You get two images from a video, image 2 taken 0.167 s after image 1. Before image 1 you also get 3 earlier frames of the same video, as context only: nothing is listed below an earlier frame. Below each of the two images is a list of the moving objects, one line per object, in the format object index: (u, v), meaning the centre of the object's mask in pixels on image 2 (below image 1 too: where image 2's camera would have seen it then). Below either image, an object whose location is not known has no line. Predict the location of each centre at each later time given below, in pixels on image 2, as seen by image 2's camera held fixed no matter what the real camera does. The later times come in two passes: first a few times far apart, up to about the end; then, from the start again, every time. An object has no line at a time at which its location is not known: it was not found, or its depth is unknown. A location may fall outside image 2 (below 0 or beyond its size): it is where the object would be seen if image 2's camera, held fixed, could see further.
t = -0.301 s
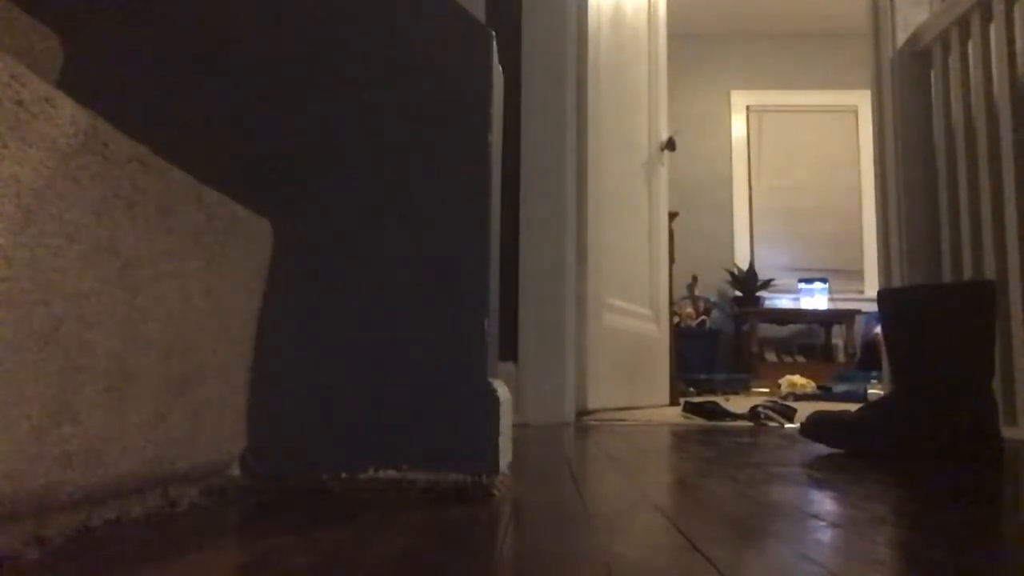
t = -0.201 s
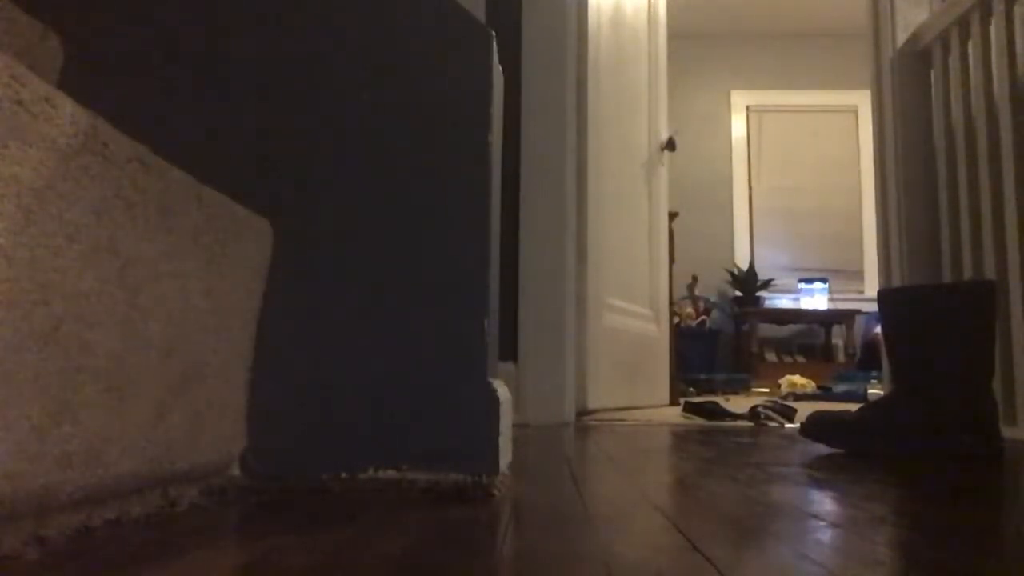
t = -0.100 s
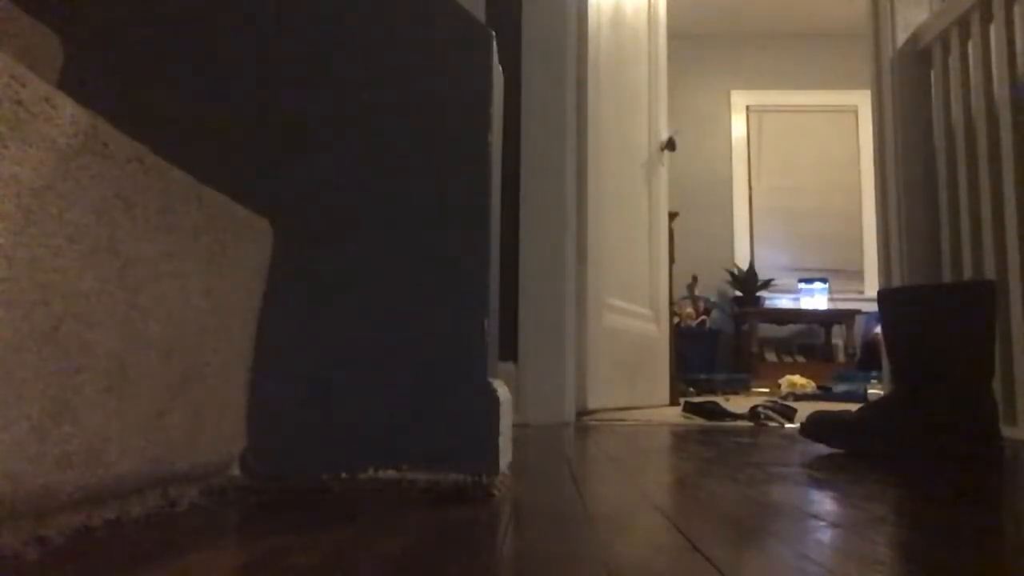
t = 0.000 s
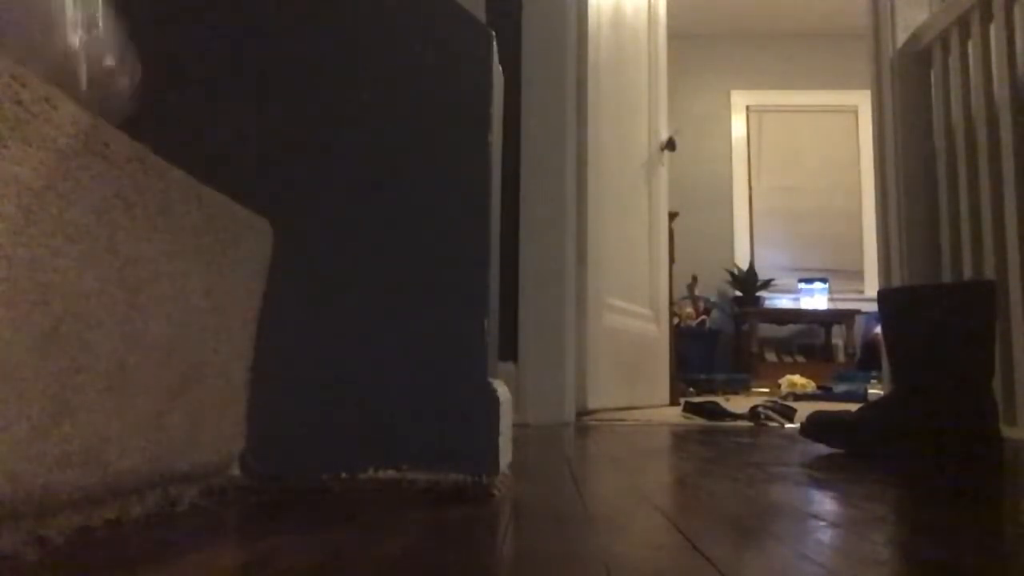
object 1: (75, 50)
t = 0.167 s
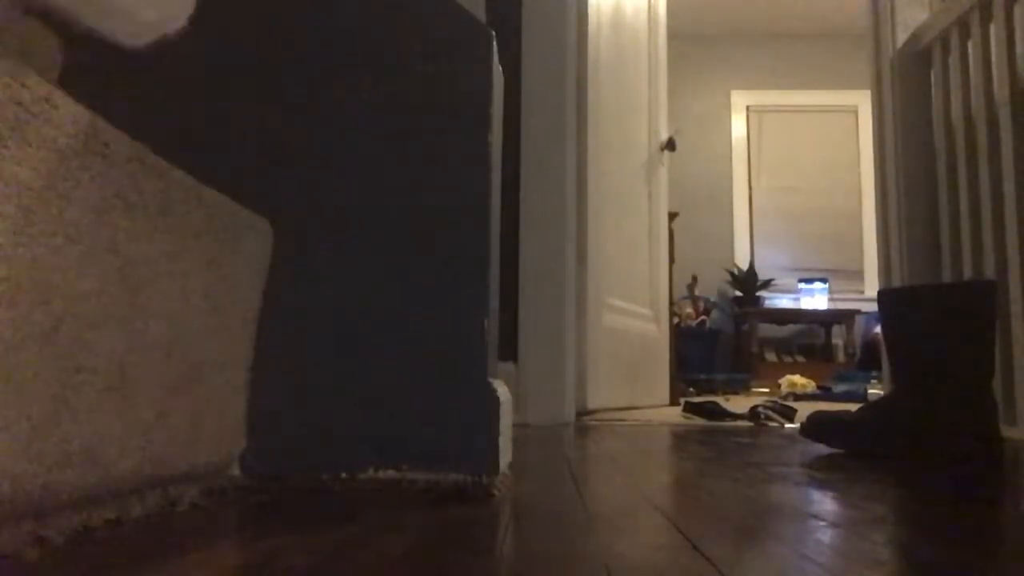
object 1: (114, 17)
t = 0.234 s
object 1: (99, 48)
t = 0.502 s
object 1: (180, 259)
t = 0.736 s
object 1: (408, 512)
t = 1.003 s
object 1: (410, 513)
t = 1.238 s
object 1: (411, 513)
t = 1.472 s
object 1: (411, 514)
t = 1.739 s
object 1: (411, 513)
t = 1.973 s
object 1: (411, 513)
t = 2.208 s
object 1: (411, 513)
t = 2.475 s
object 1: (411, 513)
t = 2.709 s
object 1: (411, 513)
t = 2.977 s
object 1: (411, 513)
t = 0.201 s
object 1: (104, 28)
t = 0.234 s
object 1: (99, 48)
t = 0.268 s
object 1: (98, 51)
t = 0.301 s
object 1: (103, 57)
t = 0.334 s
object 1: (111, 70)
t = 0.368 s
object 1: (116, 87)
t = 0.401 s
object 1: (126, 111)
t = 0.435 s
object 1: (138, 133)
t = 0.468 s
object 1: (155, 171)
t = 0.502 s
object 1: (180, 259)
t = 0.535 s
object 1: (202, 323)
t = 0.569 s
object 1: (232, 391)
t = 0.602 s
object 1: (292, 394)
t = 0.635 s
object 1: (335, 427)
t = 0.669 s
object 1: (369, 487)
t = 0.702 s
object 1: (402, 511)
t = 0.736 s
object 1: (408, 512)
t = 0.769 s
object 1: (409, 513)
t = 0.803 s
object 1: (409, 513)
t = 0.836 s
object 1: (409, 513)
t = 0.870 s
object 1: (409, 513)
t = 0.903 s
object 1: (410, 513)
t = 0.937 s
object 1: (410, 513)
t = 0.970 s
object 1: (410, 513)
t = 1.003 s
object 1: (410, 513)
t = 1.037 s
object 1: (410, 513)
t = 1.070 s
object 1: (411, 513)
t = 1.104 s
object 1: (410, 513)
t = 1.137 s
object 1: (410, 513)
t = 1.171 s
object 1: (410, 513)
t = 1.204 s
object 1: (410, 513)
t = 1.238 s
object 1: (411, 513)
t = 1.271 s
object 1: (410, 513)
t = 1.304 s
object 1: (411, 513)
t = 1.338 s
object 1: (411, 514)
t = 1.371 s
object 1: (411, 514)
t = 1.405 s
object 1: (410, 513)
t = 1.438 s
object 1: (411, 513)
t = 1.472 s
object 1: (411, 514)
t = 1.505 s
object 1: (411, 514)
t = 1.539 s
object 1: (411, 514)
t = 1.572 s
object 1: (411, 513)
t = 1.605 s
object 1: (411, 514)
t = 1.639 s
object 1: (411, 513)
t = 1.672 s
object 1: (411, 513)
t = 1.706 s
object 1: (411, 513)
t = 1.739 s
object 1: (411, 513)
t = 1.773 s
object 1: (411, 513)
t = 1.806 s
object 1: (411, 513)
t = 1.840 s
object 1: (411, 513)
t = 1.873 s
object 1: (410, 513)
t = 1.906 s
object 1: (410, 513)
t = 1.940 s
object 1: (411, 513)
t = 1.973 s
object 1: (411, 513)
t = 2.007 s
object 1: (411, 513)
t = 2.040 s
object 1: (411, 513)
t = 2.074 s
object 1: (410, 513)
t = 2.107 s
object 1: (411, 513)
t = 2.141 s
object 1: (412, 514)
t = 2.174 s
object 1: (411, 513)
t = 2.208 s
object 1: (411, 513)
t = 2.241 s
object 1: (411, 513)
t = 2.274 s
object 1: (411, 513)
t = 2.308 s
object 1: (411, 513)
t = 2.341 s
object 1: (411, 513)
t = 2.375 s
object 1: (411, 513)
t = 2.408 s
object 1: (411, 513)
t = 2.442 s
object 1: (411, 513)
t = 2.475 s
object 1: (411, 513)
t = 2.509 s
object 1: (411, 513)
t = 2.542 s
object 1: (411, 513)
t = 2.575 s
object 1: (411, 513)
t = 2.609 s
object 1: (411, 513)
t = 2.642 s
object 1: (411, 513)
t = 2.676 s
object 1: (411, 513)
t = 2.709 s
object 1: (411, 513)
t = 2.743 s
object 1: (411, 513)
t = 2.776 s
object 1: (411, 513)
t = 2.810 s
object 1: (411, 513)
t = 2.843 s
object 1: (411, 513)
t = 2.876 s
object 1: (411, 513)
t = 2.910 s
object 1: (411, 513)
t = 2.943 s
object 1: (411, 513)
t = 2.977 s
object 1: (411, 513)
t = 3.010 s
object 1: (410, 513)
